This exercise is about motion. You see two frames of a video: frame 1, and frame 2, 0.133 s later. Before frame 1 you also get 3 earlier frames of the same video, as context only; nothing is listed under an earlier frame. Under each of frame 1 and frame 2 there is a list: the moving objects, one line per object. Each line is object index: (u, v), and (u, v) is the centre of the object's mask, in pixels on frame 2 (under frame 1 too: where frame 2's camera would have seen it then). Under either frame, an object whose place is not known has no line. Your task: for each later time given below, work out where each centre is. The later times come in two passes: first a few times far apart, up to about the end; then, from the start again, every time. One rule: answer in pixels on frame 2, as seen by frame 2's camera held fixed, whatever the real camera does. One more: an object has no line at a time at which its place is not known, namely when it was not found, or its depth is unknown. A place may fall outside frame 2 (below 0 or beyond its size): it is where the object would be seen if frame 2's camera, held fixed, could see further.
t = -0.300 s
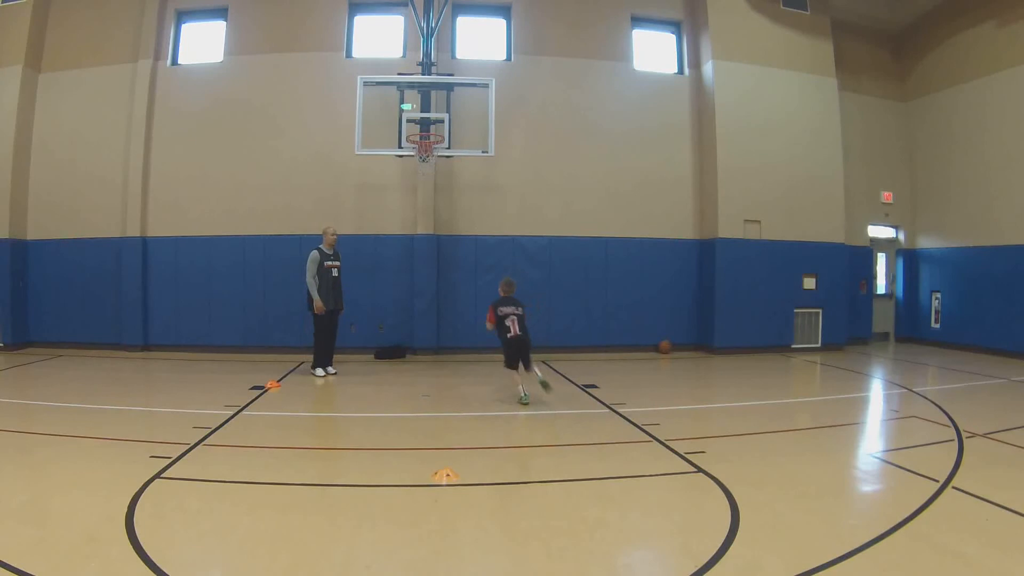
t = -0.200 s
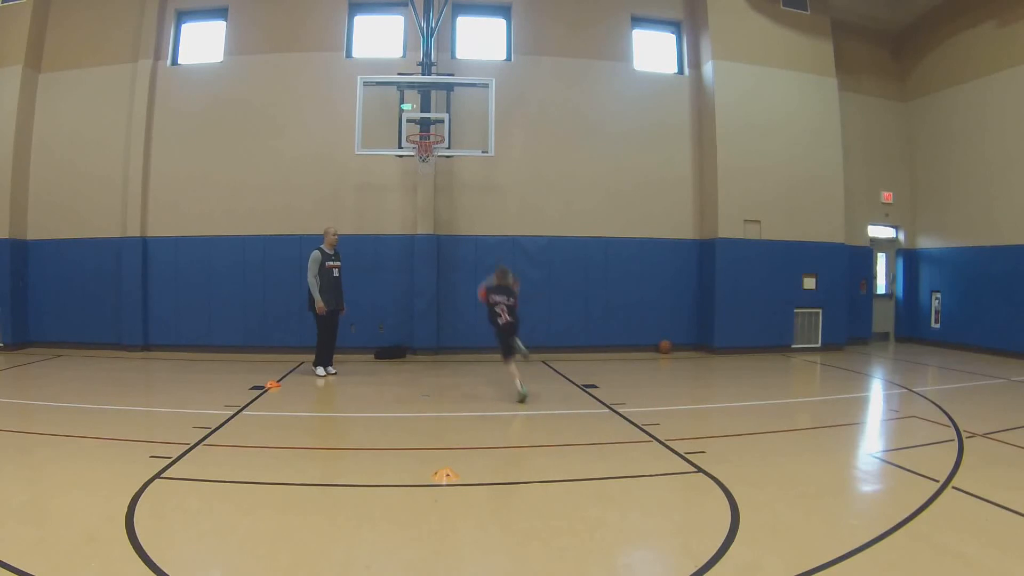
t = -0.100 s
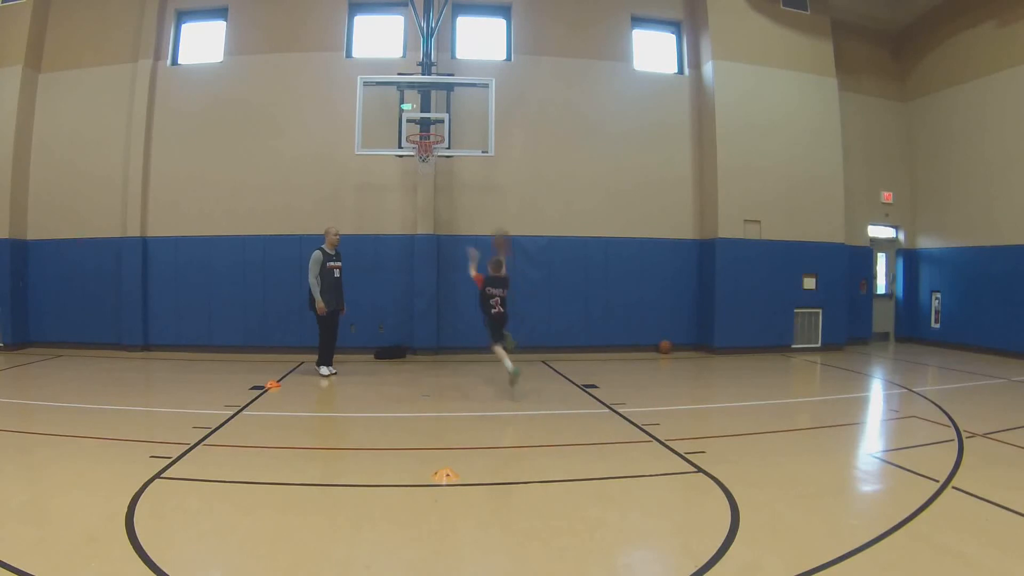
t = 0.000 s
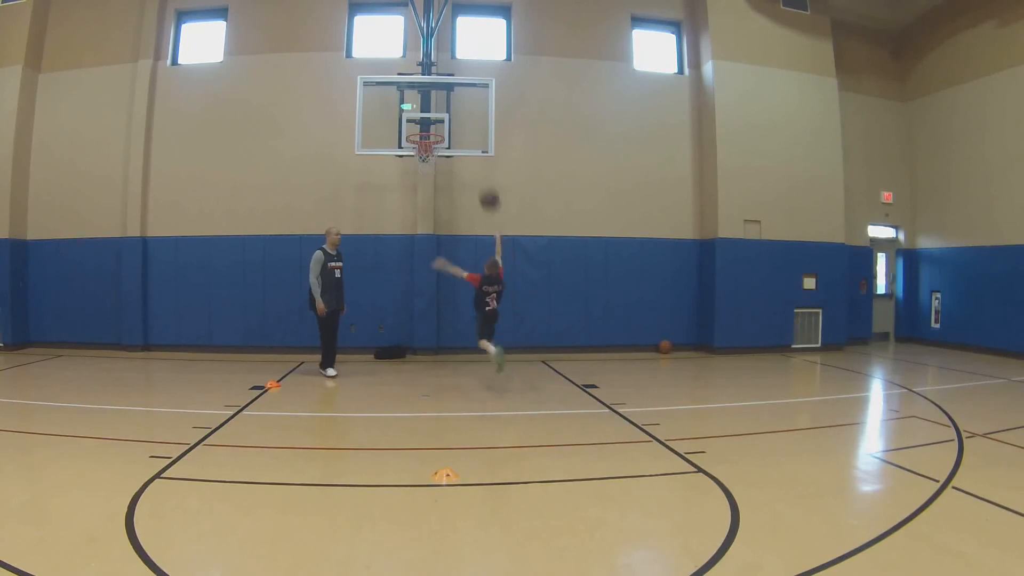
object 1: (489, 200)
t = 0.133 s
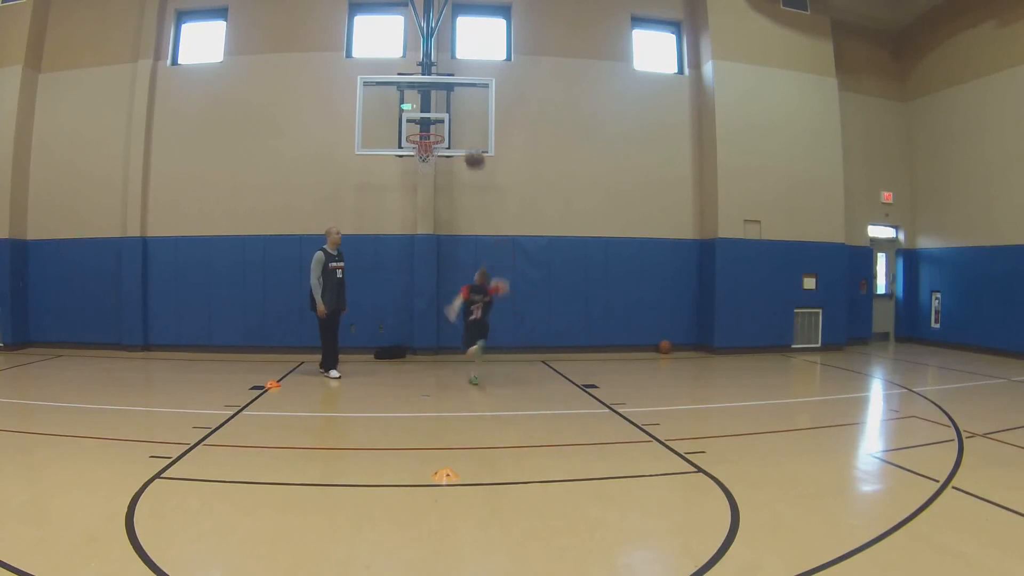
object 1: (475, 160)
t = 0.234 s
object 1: (464, 140)
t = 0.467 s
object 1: (441, 127)
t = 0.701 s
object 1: (427, 146)
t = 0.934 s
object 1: (424, 172)
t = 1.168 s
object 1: (423, 228)
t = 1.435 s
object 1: (421, 344)
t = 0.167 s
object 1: (470, 152)
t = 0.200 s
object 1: (467, 145)
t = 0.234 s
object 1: (464, 140)
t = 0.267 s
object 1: (460, 136)
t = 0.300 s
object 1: (458, 133)
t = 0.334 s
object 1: (454, 130)
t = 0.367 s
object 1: (451, 128)
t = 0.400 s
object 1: (447, 128)
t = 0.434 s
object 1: (444, 128)
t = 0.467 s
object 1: (441, 127)
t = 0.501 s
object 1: (439, 127)
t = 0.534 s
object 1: (438, 127)
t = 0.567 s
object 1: (436, 127)
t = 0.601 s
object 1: (433, 129)
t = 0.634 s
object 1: (430, 129)
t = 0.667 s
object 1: (427, 144)
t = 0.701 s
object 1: (427, 146)
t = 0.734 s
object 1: (426, 145)
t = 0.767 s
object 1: (425, 152)
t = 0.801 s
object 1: (425, 153)
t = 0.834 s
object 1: (425, 156)
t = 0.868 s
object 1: (424, 164)
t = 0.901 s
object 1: (424, 168)
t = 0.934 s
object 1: (424, 172)
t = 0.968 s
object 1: (424, 177)
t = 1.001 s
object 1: (424, 183)
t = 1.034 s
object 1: (424, 191)
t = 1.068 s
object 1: (423, 199)
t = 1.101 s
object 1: (423, 209)
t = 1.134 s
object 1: (423, 217)
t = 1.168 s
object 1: (423, 228)
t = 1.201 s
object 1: (422, 241)
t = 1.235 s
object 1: (422, 253)
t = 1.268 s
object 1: (422, 266)
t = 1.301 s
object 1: (422, 280)
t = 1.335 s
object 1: (422, 295)
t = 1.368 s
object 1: (422, 310)
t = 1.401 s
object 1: (422, 329)
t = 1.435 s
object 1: (421, 344)
